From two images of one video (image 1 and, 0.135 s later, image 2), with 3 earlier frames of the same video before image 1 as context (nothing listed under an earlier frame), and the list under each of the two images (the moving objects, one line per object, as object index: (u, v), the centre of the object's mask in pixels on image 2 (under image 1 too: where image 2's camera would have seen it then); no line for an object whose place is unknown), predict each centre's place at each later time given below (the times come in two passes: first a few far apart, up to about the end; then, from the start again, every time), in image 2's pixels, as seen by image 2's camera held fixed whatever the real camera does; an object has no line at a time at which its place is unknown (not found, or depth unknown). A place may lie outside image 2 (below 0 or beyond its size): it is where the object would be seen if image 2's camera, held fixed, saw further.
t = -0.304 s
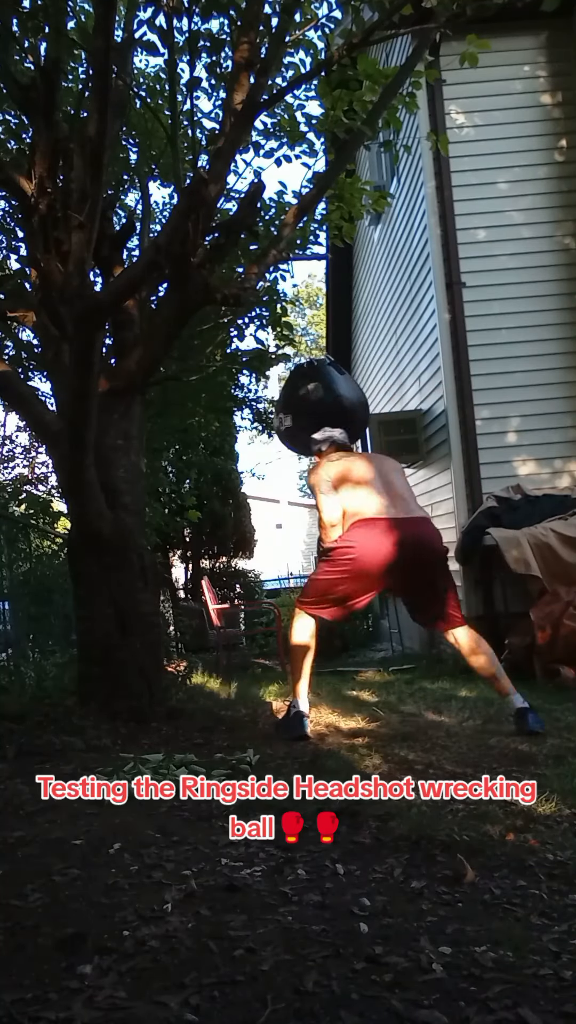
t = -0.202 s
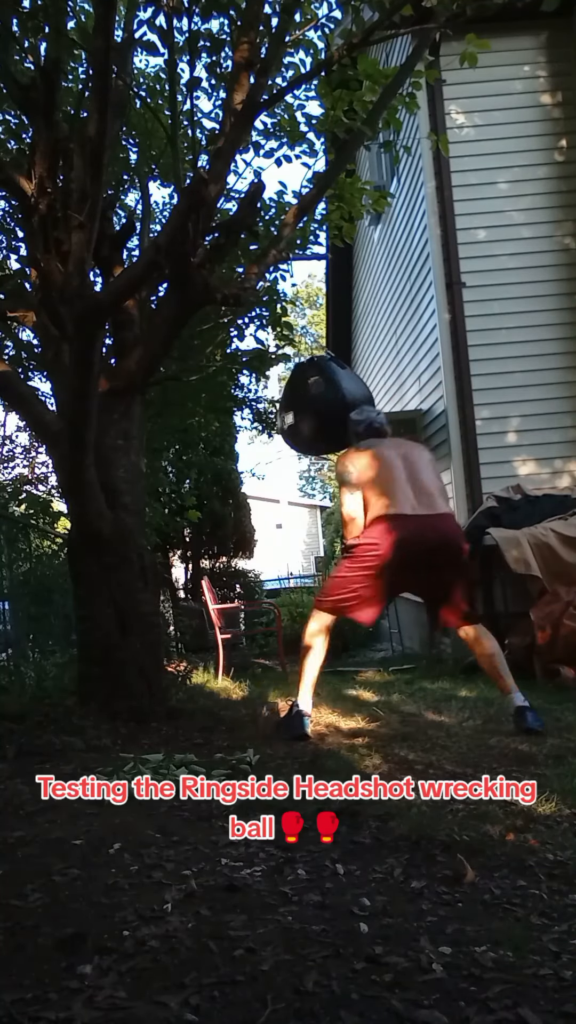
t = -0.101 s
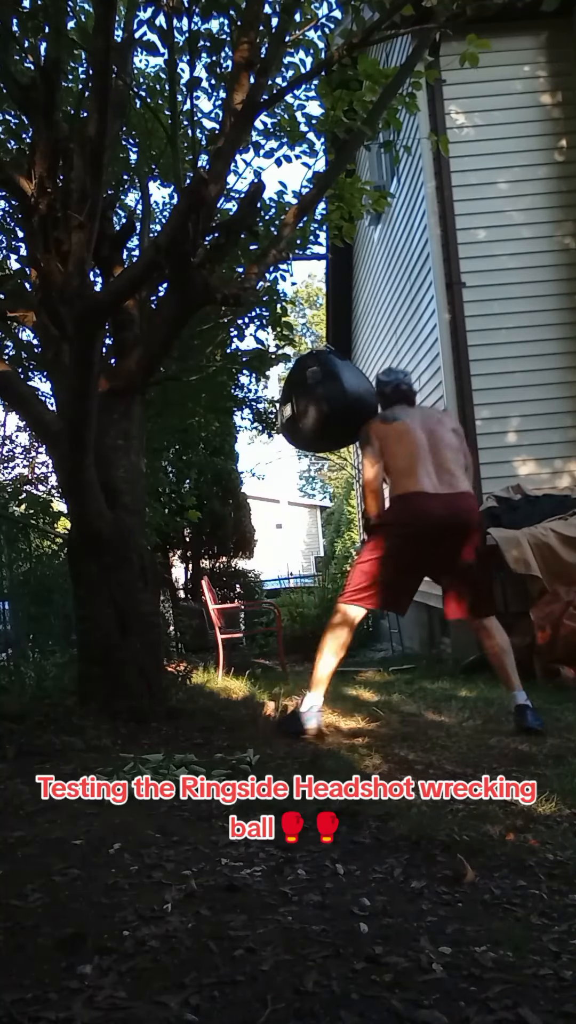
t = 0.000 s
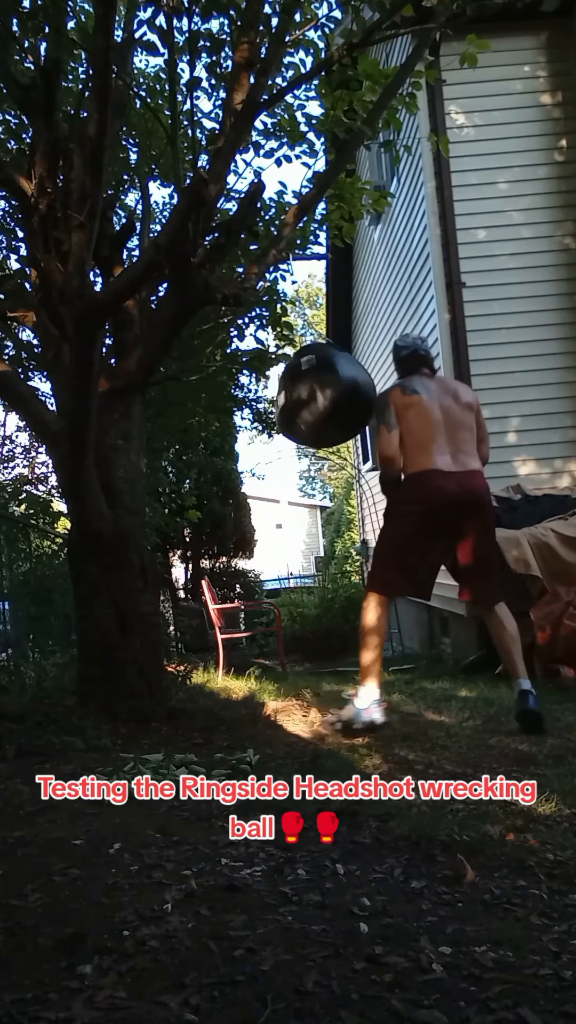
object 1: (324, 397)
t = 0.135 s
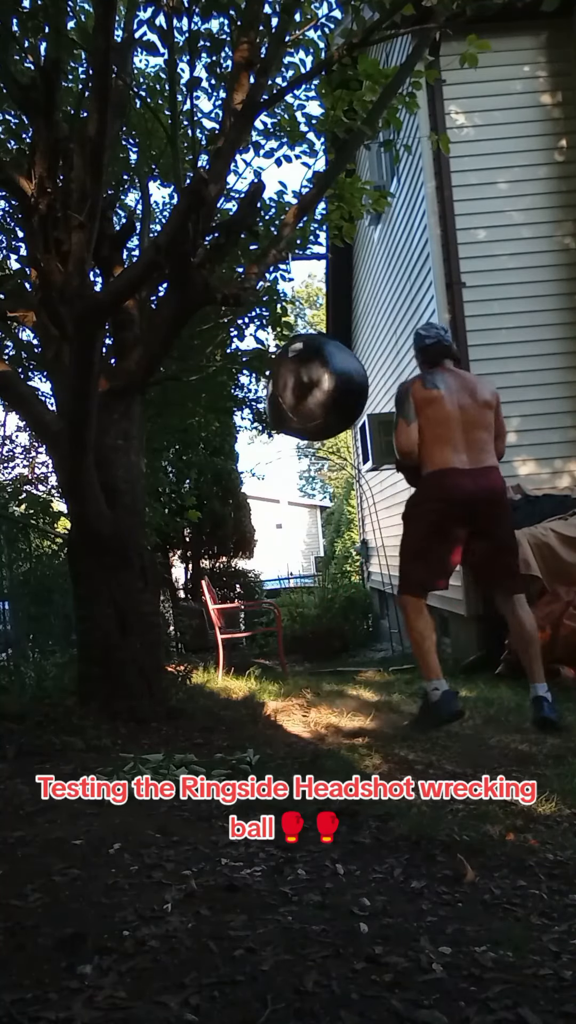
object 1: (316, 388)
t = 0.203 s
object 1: (310, 385)
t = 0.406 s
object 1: (290, 387)
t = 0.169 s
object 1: (313, 387)
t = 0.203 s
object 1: (310, 385)
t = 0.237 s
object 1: (306, 384)
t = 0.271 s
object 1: (303, 384)
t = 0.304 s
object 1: (300, 384)
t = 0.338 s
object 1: (297, 384)
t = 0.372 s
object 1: (294, 385)
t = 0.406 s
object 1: (290, 387)
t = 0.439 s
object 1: (288, 388)
